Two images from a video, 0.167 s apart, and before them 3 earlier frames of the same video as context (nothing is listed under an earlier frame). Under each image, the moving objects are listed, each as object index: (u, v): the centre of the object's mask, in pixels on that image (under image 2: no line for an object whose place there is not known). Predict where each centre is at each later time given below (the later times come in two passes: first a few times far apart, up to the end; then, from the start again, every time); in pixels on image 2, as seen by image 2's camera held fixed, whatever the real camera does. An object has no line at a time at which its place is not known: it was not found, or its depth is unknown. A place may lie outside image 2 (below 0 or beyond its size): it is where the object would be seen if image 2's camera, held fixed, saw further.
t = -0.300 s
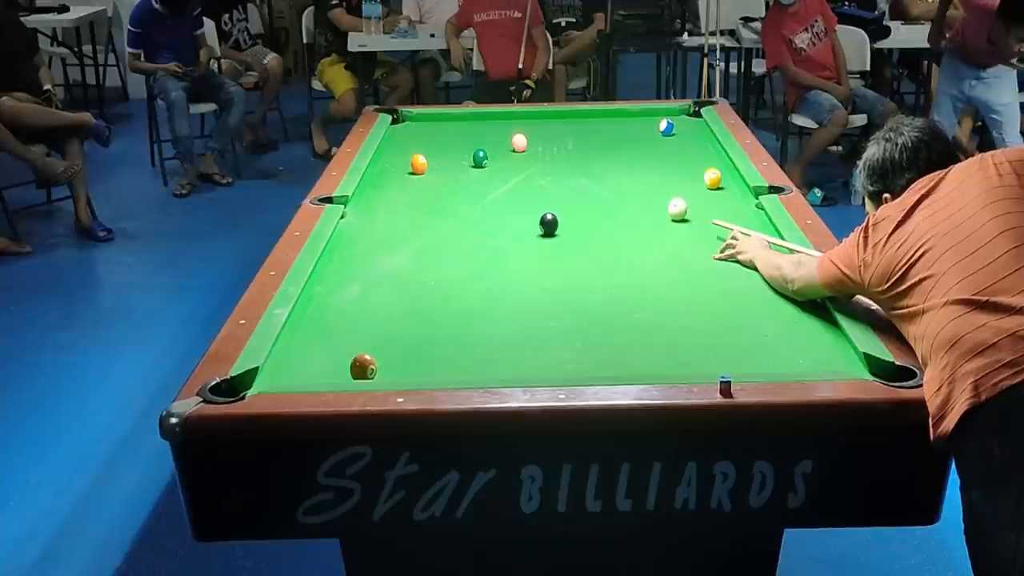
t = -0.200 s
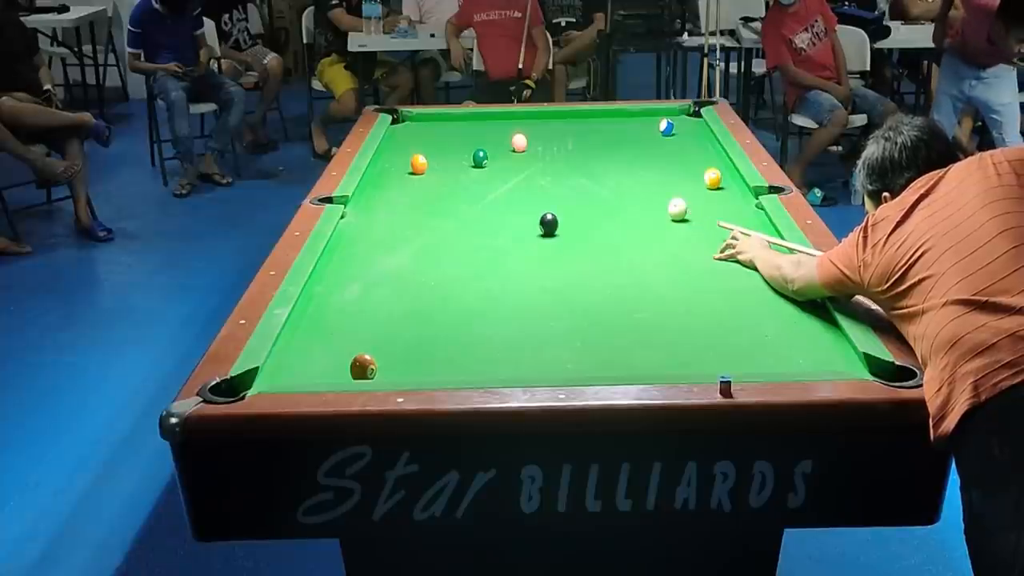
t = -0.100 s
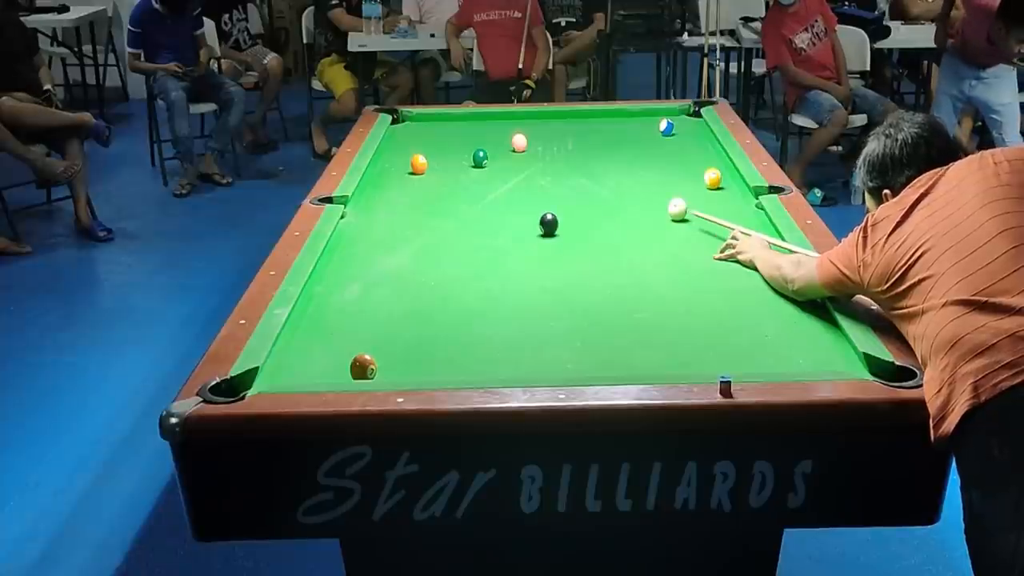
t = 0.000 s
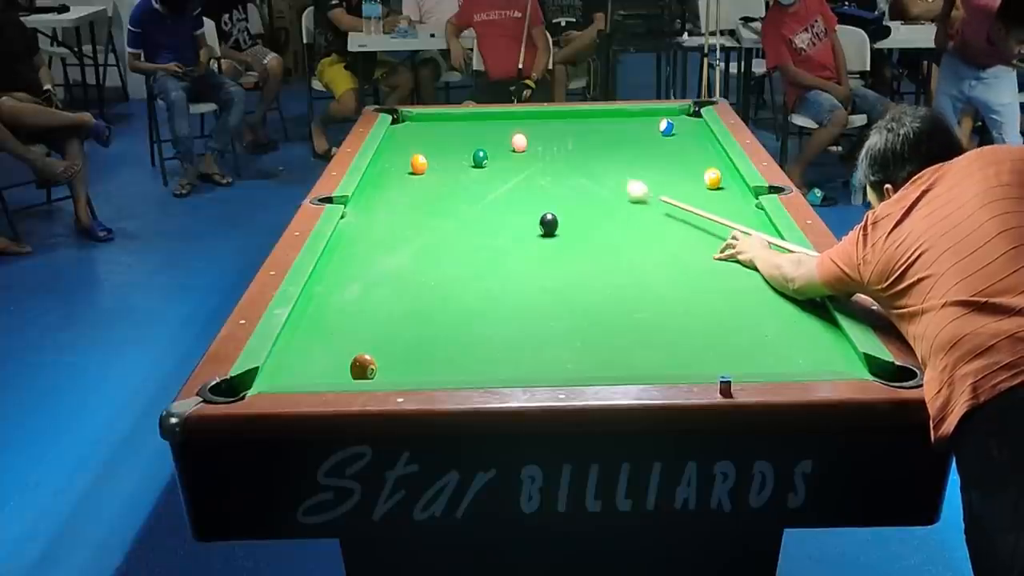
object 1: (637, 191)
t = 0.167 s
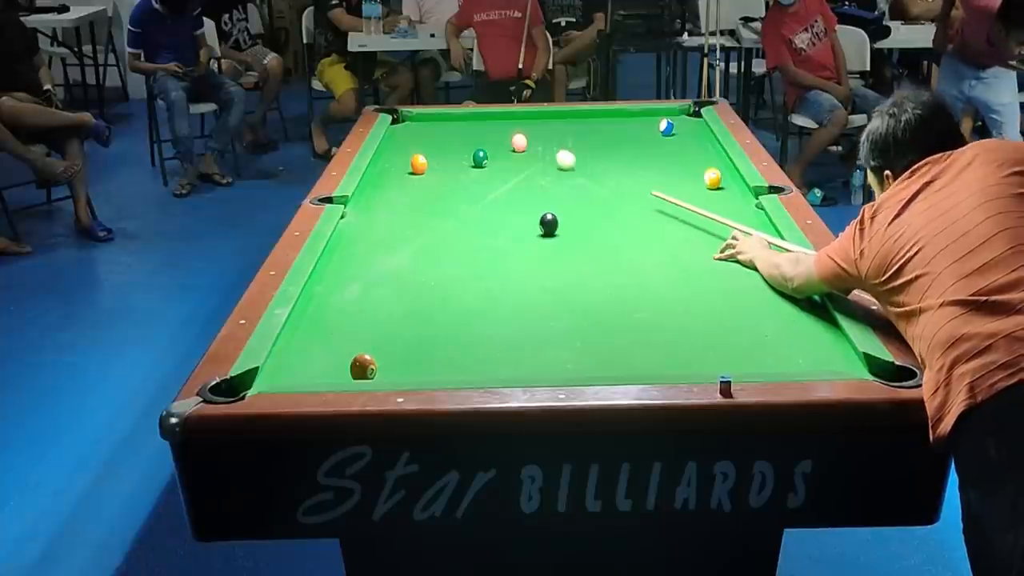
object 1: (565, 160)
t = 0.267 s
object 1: (531, 145)
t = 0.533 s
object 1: (547, 130)
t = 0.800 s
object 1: (550, 114)
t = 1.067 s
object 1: (548, 121)
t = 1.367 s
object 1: (546, 131)
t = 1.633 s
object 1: (544, 139)
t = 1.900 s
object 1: (543, 147)
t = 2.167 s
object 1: (542, 155)
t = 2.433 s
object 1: (540, 163)
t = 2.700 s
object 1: (539, 171)
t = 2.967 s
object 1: (538, 179)
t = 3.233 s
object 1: (538, 187)
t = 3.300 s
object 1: (538, 189)
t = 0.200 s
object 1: (553, 155)
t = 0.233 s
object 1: (541, 149)
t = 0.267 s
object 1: (531, 145)
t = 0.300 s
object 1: (534, 143)
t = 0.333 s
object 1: (538, 142)
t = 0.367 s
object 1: (541, 140)
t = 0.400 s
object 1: (543, 138)
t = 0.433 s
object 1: (545, 136)
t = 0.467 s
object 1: (546, 134)
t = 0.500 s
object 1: (546, 132)
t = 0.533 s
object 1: (547, 130)
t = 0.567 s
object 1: (547, 128)
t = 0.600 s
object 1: (547, 125)
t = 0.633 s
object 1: (548, 123)
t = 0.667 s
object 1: (548, 121)
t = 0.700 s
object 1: (548, 119)
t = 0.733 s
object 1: (549, 117)
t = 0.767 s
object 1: (549, 116)
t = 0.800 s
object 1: (550, 114)
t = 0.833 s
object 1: (549, 114)
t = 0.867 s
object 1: (549, 115)
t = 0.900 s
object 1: (549, 116)
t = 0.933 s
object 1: (549, 117)
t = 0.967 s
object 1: (548, 118)
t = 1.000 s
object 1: (548, 119)
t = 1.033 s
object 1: (548, 120)
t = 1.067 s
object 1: (548, 121)
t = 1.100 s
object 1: (548, 122)
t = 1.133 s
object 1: (547, 123)
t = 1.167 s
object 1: (547, 124)
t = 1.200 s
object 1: (547, 125)
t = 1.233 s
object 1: (547, 126)
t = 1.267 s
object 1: (547, 127)
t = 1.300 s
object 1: (546, 128)
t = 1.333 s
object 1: (546, 129)
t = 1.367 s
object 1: (546, 131)
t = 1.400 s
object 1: (546, 131)
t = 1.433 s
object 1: (545, 132)
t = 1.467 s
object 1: (545, 134)
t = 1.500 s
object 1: (545, 135)
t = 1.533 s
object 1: (545, 136)
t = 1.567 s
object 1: (545, 136)
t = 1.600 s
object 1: (544, 138)
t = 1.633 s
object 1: (544, 139)
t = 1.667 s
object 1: (544, 140)
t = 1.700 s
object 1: (544, 141)
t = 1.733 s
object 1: (544, 141)
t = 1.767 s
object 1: (543, 143)
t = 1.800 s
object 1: (543, 144)
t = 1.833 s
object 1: (543, 145)
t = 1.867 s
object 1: (543, 146)
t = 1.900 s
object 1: (543, 147)
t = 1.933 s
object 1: (543, 148)
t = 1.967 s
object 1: (542, 149)
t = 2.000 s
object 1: (542, 150)
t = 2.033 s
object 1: (542, 151)
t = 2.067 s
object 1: (542, 152)
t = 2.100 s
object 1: (542, 153)
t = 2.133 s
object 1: (542, 154)
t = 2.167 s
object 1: (542, 155)
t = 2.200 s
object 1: (541, 156)
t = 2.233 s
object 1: (541, 157)
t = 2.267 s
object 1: (541, 158)
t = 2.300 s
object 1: (541, 159)
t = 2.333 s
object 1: (541, 160)
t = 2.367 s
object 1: (541, 161)
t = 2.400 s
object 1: (541, 162)
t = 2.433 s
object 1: (540, 163)
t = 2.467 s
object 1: (540, 164)
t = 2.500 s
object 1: (540, 165)
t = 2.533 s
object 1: (540, 166)
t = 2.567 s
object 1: (540, 167)
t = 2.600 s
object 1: (539, 168)
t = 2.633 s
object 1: (539, 169)
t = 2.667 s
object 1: (539, 170)
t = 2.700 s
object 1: (539, 171)
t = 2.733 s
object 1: (539, 172)
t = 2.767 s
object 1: (539, 173)
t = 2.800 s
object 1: (539, 174)
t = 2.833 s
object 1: (539, 175)
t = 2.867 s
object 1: (539, 176)
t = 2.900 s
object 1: (539, 177)
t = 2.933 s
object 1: (539, 178)
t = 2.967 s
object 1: (538, 179)
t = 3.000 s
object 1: (538, 180)
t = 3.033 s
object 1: (538, 181)
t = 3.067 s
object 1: (538, 182)
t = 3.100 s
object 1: (538, 183)
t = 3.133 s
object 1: (538, 184)
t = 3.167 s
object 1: (538, 185)
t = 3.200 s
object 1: (538, 186)
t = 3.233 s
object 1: (538, 187)
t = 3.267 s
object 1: (538, 188)
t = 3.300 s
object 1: (538, 189)
